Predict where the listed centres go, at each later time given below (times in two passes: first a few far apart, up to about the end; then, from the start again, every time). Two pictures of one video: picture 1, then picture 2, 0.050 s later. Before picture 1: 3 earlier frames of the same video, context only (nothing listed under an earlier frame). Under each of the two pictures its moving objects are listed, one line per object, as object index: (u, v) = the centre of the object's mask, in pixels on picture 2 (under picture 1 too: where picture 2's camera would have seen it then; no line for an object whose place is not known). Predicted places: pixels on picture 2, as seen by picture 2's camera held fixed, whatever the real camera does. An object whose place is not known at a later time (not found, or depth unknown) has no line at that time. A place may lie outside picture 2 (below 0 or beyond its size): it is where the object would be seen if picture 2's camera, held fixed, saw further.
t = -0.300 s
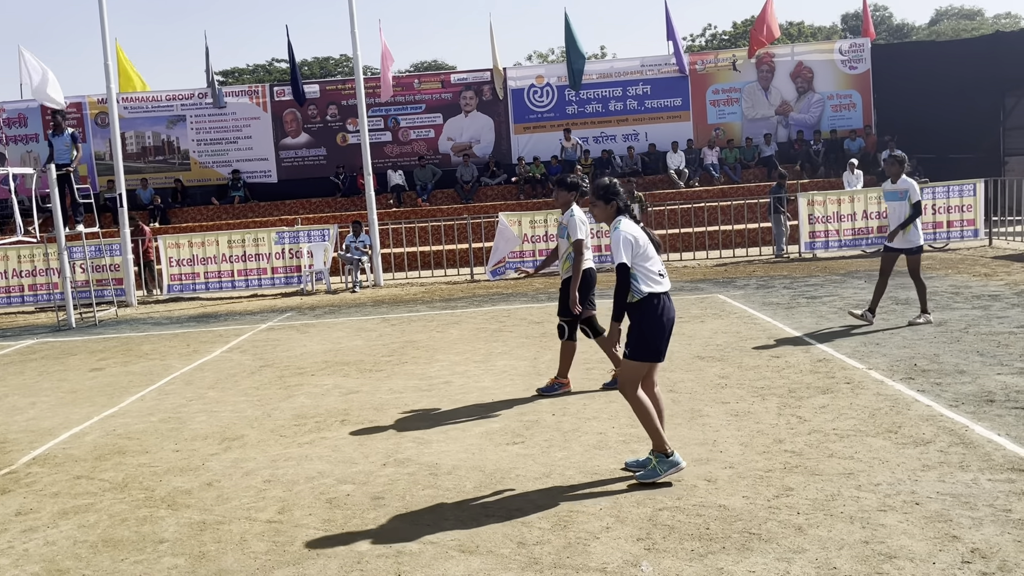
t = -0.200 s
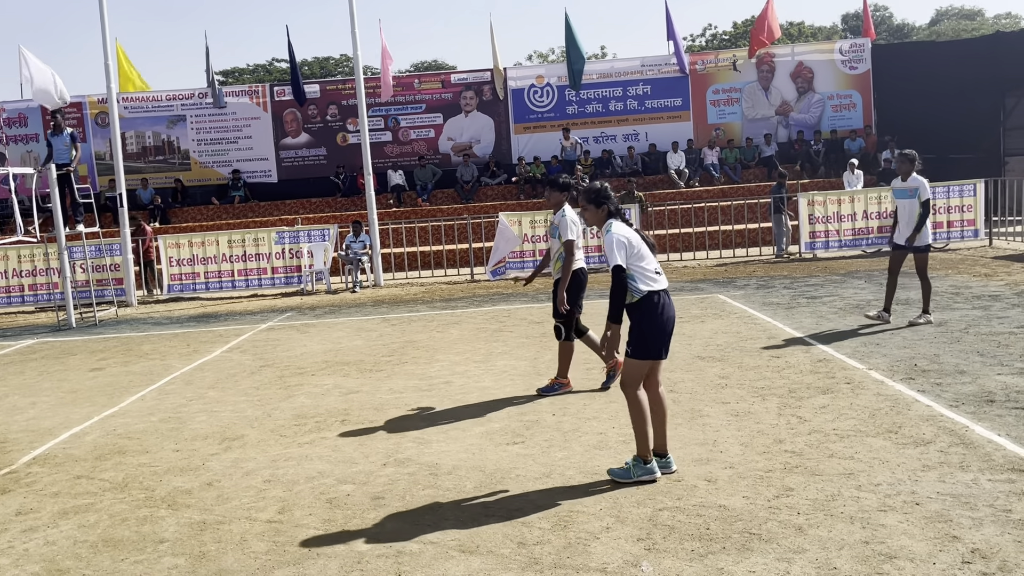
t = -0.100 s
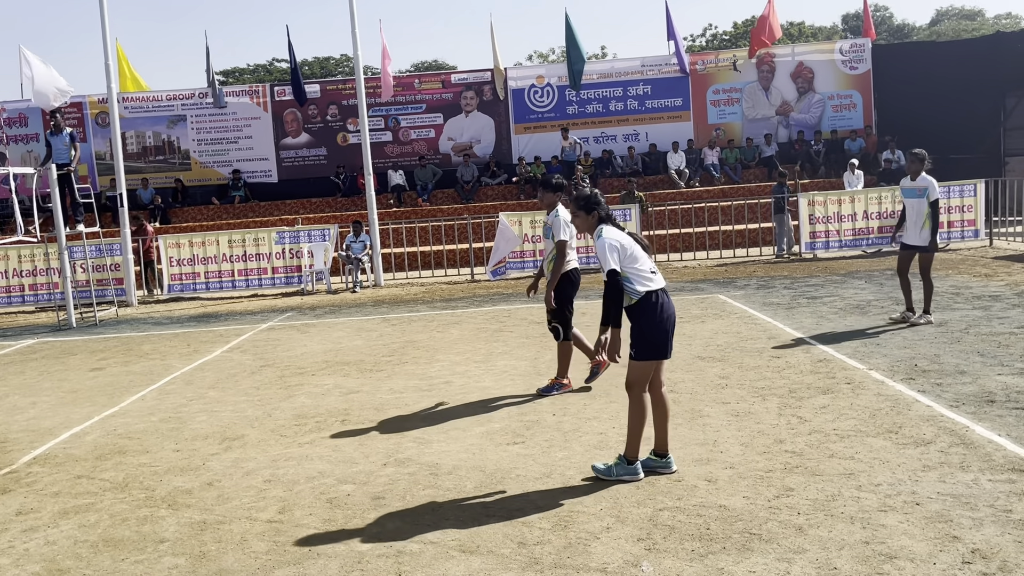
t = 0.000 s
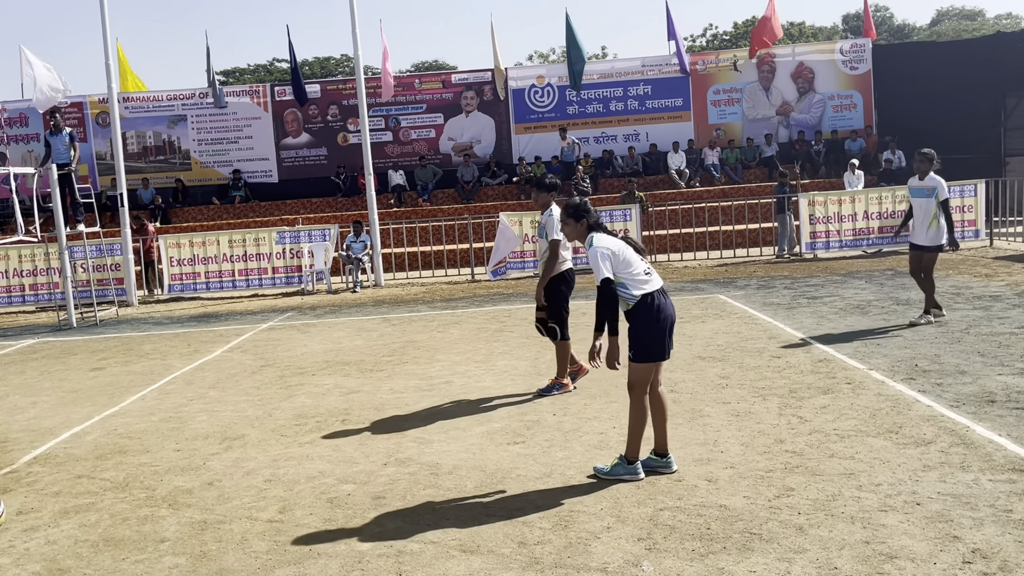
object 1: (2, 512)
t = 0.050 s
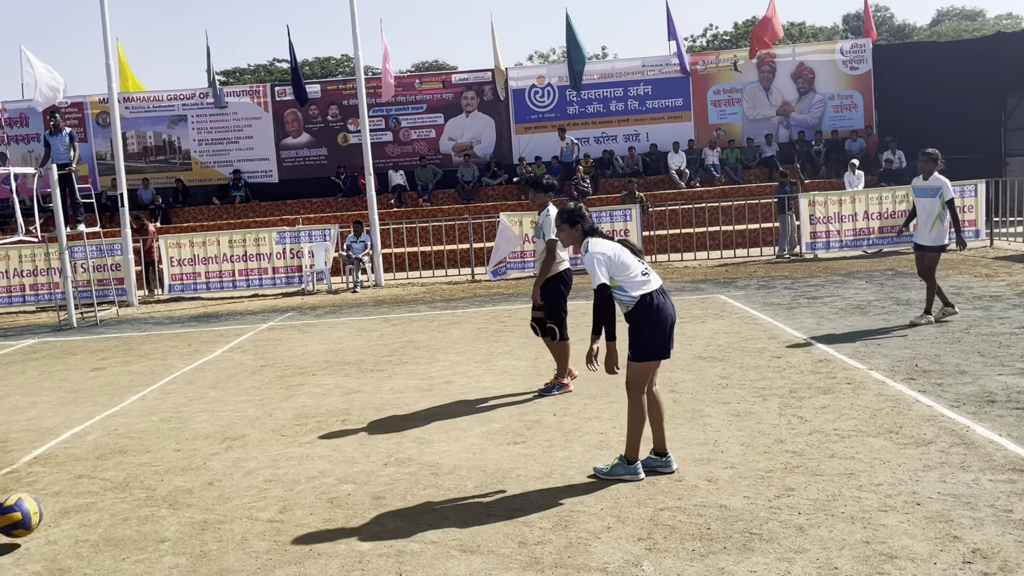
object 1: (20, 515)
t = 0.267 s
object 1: (172, 499)
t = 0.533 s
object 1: (347, 479)
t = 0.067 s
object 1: (30, 517)
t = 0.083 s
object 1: (43, 518)
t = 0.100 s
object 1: (56, 520)
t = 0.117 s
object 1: (68, 516)
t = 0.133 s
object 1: (79, 512)
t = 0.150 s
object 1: (91, 508)
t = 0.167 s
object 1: (103, 505)
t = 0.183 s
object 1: (115, 503)
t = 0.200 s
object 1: (126, 501)
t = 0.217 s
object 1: (138, 500)
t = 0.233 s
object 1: (149, 499)
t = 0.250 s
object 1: (161, 499)
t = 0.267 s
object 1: (172, 499)
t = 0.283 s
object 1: (183, 499)
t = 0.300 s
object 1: (195, 500)
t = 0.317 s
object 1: (207, 501)
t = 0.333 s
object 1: (218, 498)
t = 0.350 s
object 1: (229, 494)
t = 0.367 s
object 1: (240, 492)
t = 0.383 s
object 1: (251, 491)
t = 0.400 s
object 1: (262, 489)
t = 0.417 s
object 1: (272, 489)
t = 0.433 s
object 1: (283, 488)
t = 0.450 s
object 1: (294, 489)
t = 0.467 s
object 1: (304, 489)
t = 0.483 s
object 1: (315, 486)
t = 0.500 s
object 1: (326, 483)
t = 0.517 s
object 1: (336, 481)
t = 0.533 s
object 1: (347, 479)
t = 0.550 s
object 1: (358, 478)
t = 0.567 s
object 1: (369, 477)
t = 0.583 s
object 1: (379, 477)
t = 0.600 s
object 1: (389, 477)
